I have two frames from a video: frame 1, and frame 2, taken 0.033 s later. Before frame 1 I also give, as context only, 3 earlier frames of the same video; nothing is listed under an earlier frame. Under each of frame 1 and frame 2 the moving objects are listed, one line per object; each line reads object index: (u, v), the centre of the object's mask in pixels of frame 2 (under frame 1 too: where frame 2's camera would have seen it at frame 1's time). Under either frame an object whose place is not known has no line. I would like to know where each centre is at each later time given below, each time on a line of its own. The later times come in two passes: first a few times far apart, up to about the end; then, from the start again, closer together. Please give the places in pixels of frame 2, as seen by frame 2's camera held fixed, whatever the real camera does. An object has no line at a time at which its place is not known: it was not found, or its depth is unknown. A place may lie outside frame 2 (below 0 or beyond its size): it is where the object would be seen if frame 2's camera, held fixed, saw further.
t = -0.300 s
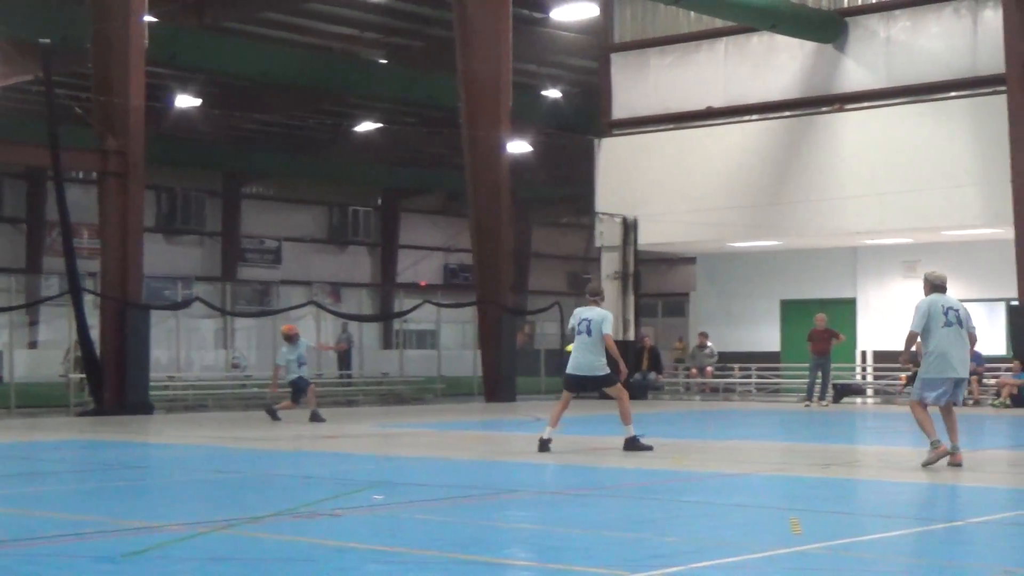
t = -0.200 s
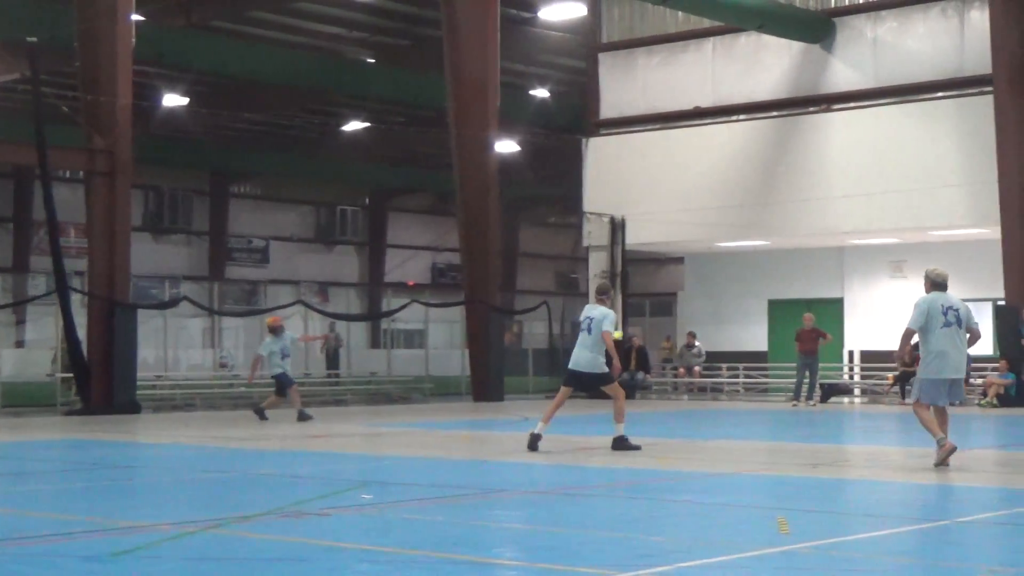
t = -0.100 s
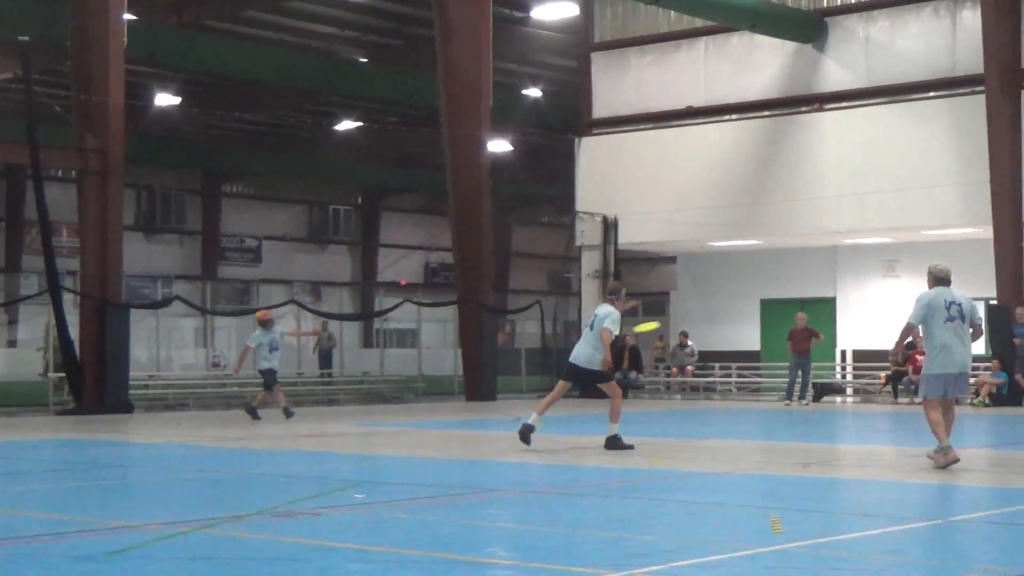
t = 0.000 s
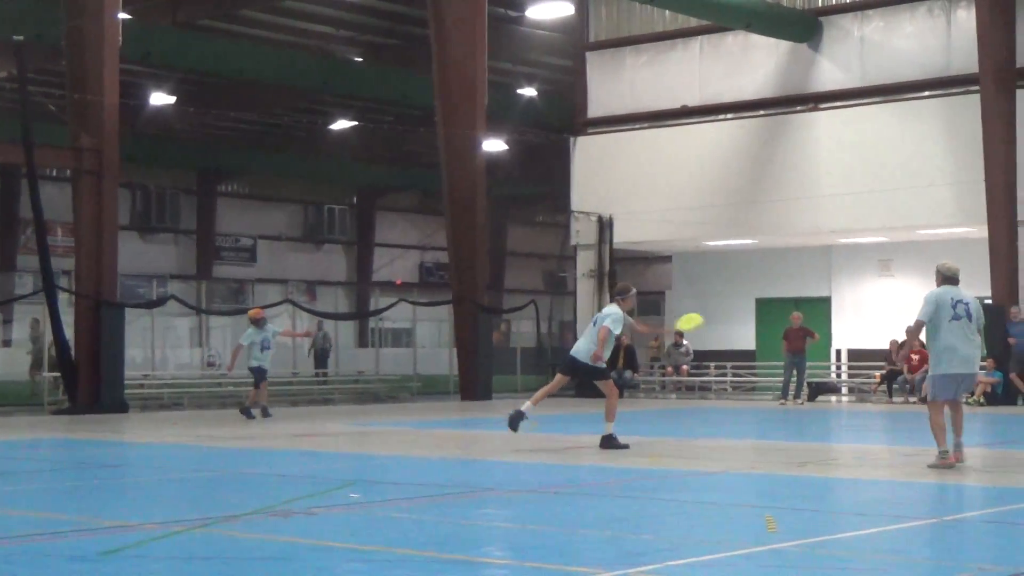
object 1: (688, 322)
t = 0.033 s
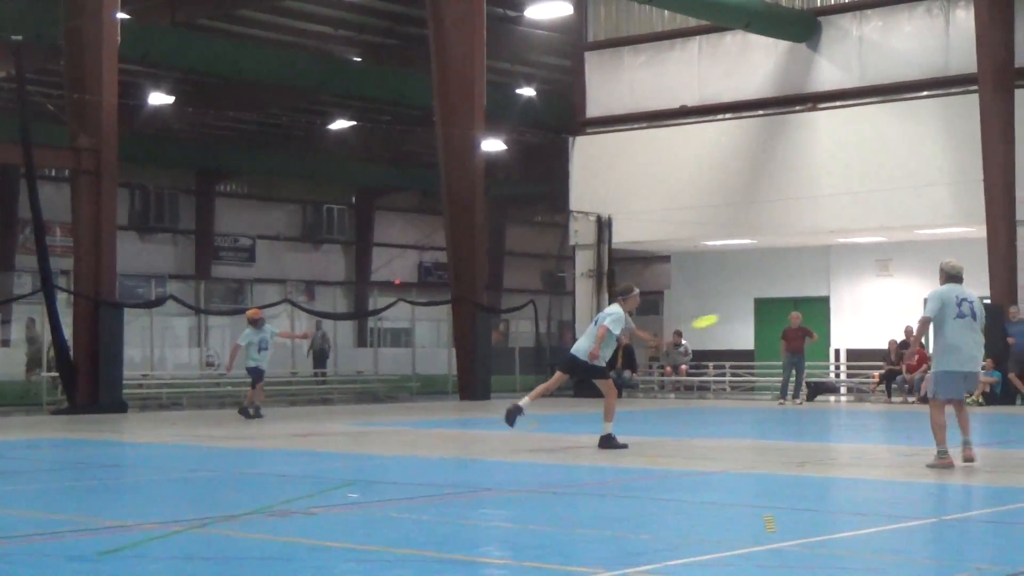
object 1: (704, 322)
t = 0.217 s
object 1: (799, 312)
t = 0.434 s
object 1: (906, 295)
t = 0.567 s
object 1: (971, 289)
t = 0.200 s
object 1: (790, 313)
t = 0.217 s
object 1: (799, 312)
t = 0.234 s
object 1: (807, 310)
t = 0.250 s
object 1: (815, 309)
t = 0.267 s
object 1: (821, 308)
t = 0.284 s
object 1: (830, 307)
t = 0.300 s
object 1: (838, 305)
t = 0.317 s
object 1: (847, 304)
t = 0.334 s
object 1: (856, 302)
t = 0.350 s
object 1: (864, 301)
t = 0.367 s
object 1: (872, 300)
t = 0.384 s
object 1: (880, 299)
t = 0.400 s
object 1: (889, 298)
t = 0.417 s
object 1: (897, 296)
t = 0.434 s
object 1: (906, 295)
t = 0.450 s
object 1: (914, 294)
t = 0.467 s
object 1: (922, 293)
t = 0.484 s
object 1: (930, 292)
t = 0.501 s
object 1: (938, 292)
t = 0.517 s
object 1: (947, 291)
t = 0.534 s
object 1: (954, 290)
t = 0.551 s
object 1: (963, 290)
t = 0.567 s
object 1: (971, 289)
